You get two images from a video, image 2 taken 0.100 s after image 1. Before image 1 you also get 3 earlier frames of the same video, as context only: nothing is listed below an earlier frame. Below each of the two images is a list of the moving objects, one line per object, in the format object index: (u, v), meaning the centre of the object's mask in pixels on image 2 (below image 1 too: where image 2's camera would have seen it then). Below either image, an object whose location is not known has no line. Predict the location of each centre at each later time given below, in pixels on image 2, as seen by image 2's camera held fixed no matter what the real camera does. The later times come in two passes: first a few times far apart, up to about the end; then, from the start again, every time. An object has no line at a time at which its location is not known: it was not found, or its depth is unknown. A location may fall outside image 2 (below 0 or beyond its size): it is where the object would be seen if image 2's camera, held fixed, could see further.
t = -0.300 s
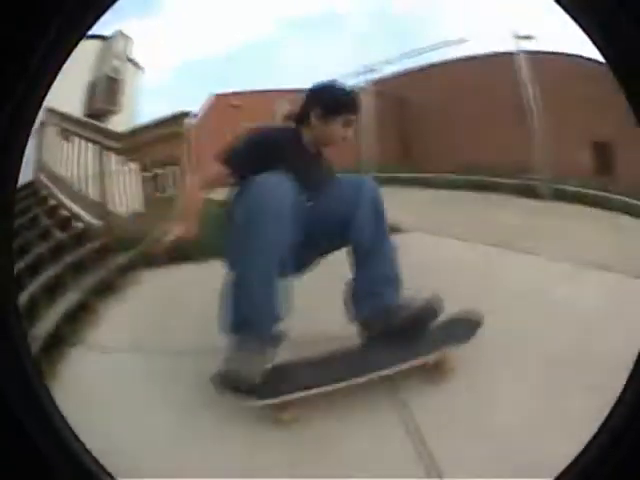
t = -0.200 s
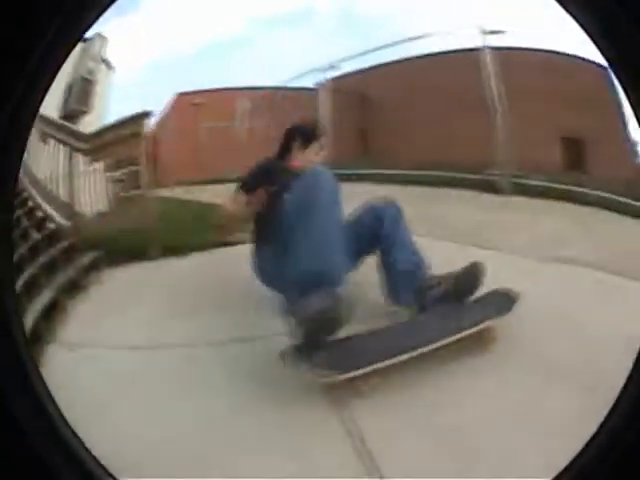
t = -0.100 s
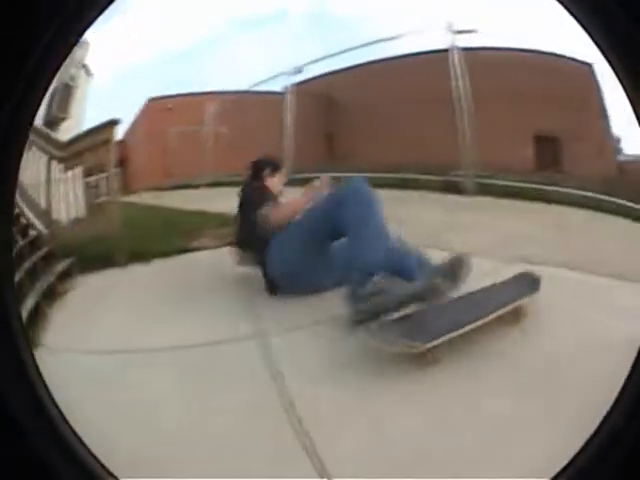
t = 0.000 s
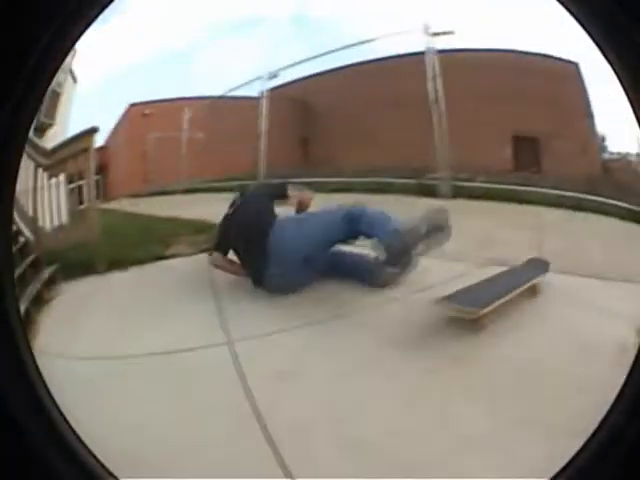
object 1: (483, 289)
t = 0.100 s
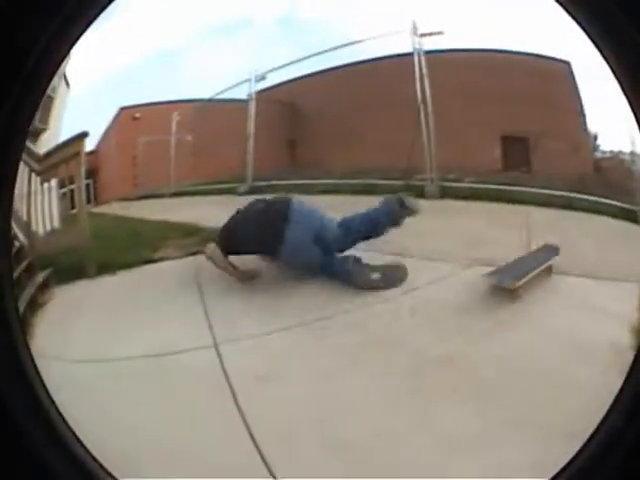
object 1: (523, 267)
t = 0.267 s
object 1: (560, 245)
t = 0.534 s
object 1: (586, 224)
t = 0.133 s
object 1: (533, 262)
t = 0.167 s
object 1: (542, 256)
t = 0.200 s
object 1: (549, 251)
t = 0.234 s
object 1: (555, 247)
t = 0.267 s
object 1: (560, 245)
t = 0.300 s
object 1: (566, 241)
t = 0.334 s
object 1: (569, 238)
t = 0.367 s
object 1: (574, 234)
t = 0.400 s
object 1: (576, 232)
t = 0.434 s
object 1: (580, 229)
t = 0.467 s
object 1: (582, 228)
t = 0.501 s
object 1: (584, 226)
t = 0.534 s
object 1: (586, 224)
